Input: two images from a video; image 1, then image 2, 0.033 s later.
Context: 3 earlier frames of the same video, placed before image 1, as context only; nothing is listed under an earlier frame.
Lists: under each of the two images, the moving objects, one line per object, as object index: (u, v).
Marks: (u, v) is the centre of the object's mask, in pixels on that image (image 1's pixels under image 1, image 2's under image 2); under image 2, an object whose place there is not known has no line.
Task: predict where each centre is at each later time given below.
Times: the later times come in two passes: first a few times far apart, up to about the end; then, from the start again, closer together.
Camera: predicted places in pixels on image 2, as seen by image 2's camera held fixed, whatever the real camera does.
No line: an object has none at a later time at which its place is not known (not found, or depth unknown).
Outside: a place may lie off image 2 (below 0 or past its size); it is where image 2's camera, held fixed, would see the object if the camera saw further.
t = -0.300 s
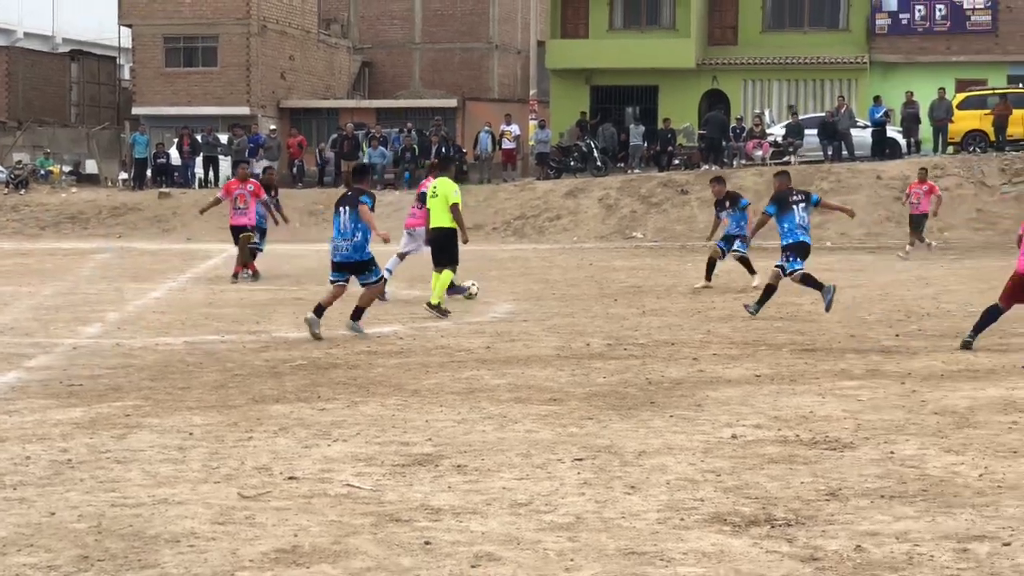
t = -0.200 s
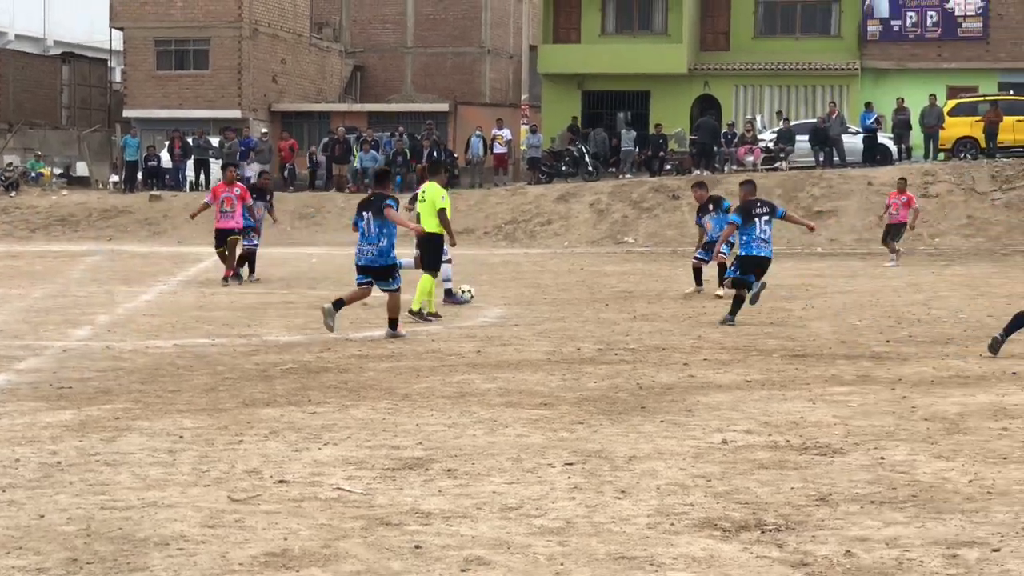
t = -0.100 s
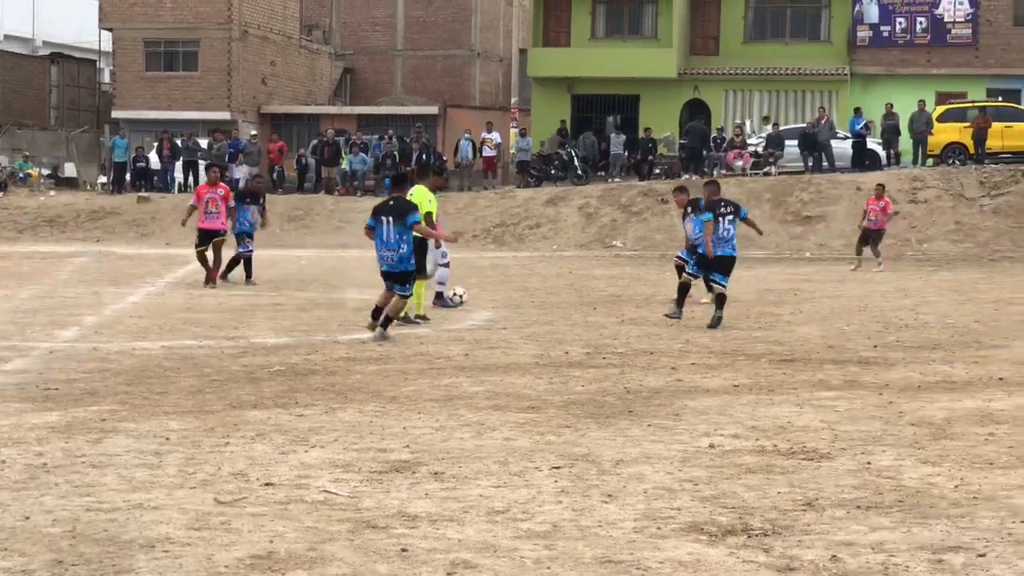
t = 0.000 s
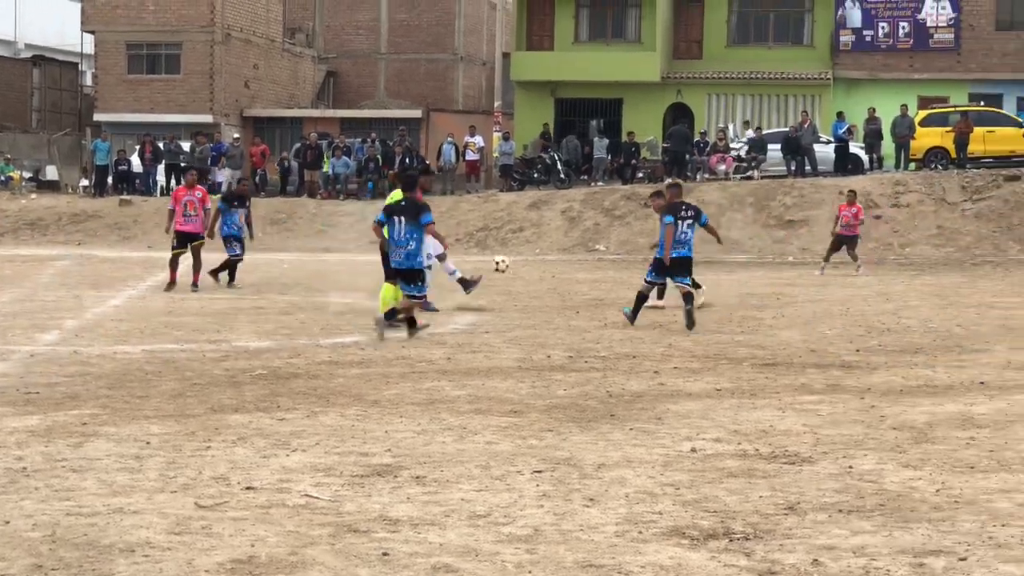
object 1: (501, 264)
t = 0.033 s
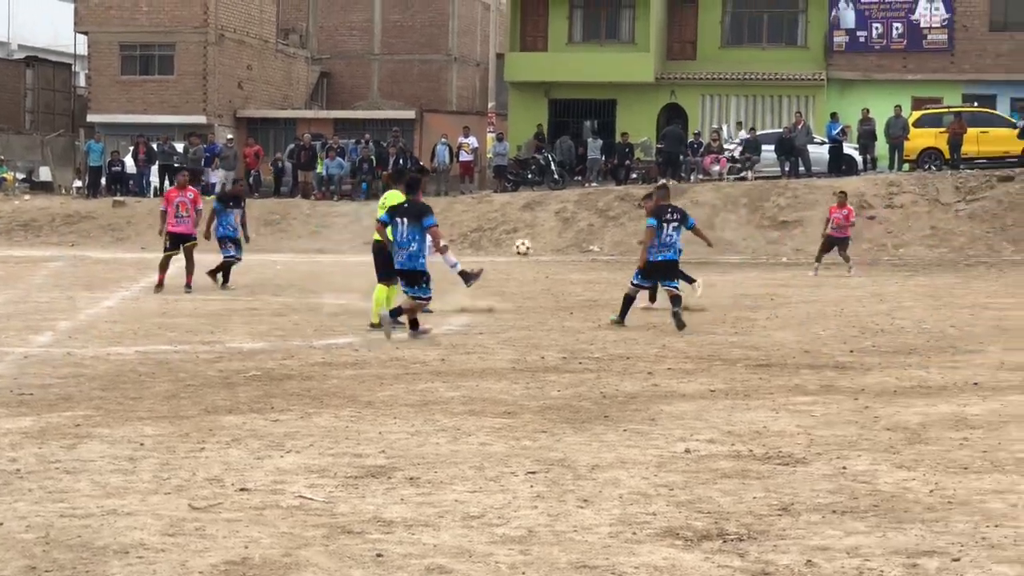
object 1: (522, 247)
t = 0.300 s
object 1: (747, 137)
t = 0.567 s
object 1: (968, 76)
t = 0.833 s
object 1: (1199, 70)
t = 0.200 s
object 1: (663, 174)
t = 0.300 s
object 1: (747, 137)
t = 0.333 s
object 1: (773, 128)
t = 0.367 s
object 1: (802, 116)
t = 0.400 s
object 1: (830, 109)
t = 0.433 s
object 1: (856, 100)
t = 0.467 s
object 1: (885, 94)
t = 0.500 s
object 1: (913, 87)
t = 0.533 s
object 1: (941, 81)
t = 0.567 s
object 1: (968, 76)
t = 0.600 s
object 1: (996, 73)
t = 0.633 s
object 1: (1025, 70)
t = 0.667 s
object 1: (1054, 68)
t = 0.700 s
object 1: (1083, 67)
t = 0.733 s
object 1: (1111, 66)
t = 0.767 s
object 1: (1140, 67)
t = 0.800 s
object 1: (1169, 67)
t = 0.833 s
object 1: (1199, 70)
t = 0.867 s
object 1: (1228, 74)
